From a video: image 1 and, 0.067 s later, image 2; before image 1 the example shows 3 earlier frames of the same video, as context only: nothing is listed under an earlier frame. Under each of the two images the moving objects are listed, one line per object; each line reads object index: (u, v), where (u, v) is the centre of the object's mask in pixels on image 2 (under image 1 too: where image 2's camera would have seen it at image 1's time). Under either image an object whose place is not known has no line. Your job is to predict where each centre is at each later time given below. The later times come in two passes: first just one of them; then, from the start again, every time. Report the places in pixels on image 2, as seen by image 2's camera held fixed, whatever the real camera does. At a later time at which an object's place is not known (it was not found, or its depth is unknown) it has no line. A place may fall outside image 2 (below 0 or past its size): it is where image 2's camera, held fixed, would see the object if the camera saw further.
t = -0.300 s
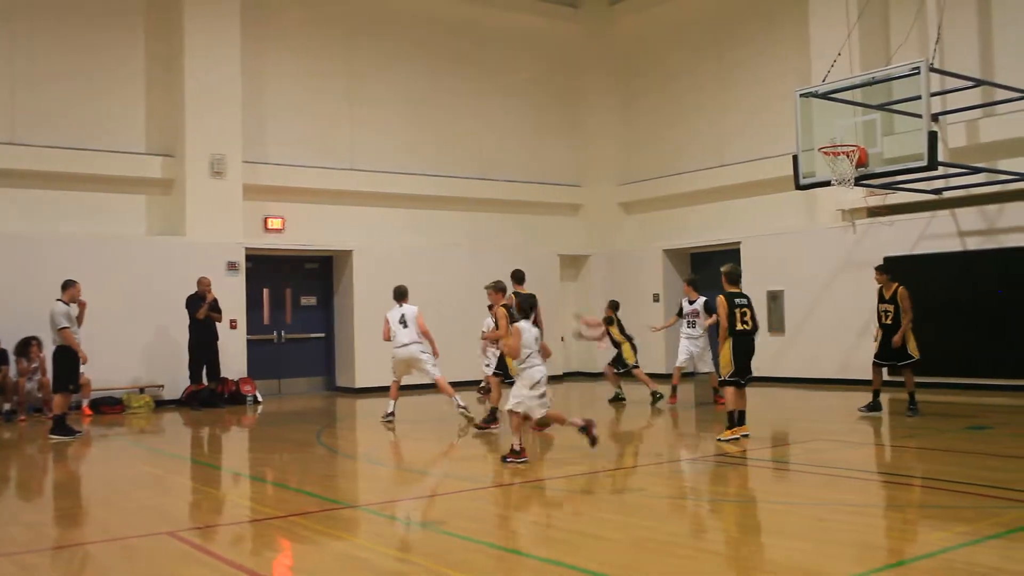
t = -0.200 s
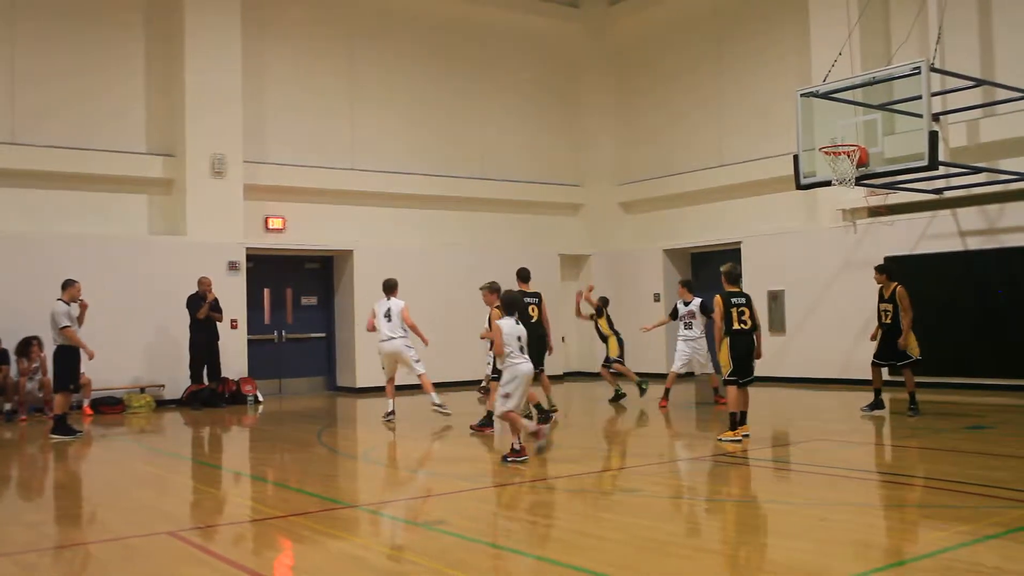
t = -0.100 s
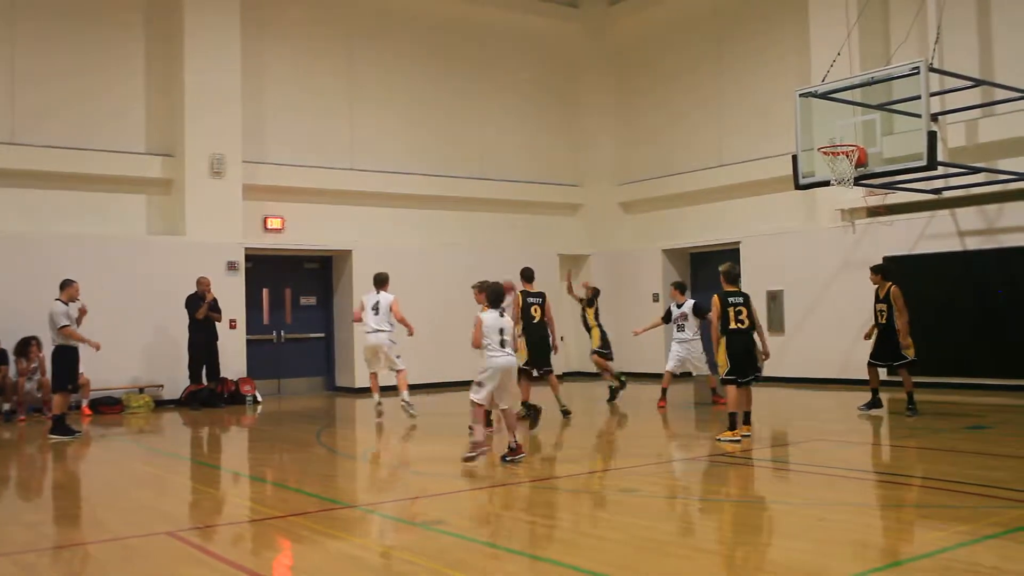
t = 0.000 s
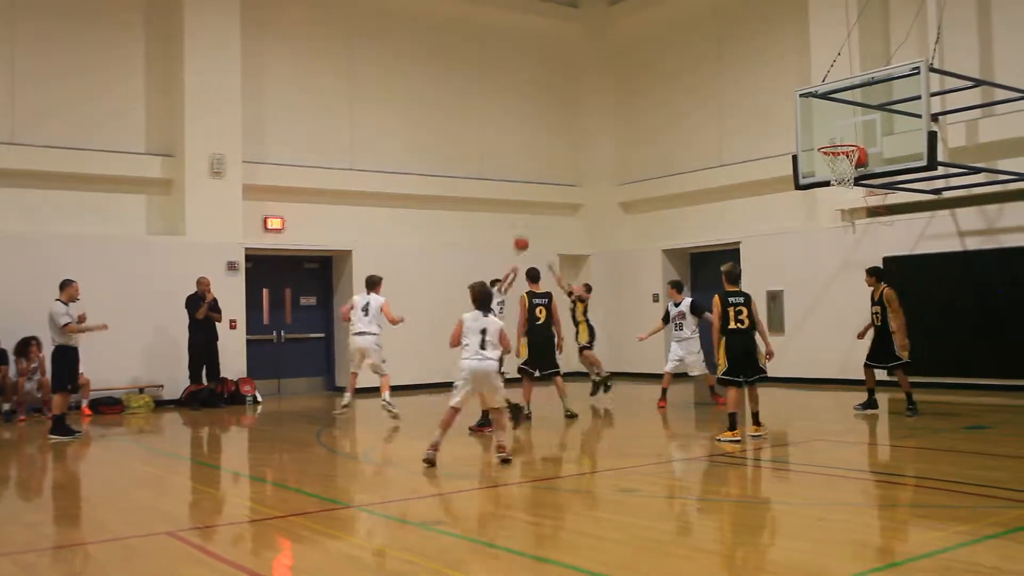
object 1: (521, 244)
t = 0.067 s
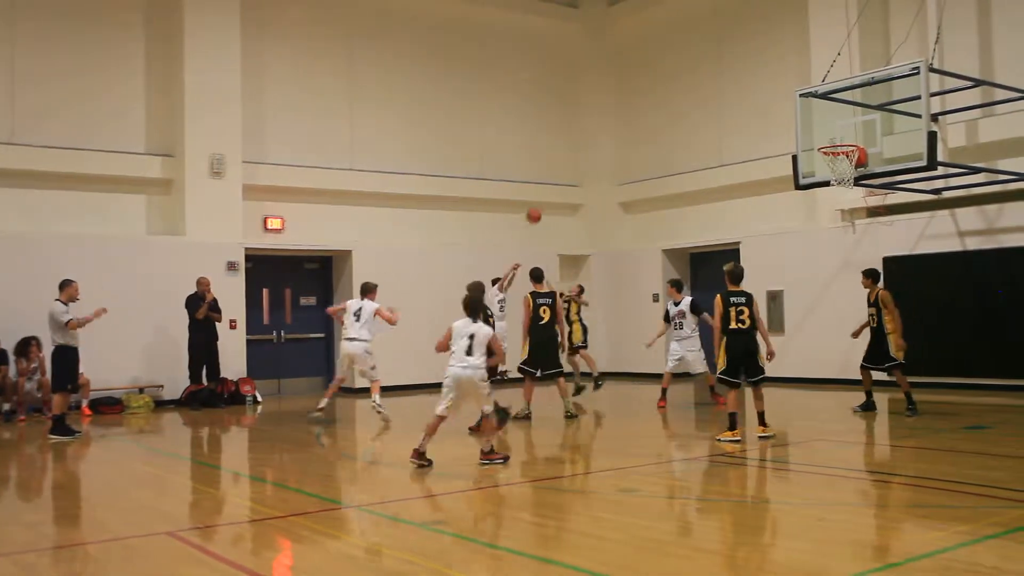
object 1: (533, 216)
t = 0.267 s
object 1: (574, 145)
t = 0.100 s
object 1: (540, 203)
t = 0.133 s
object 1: (547, 189)
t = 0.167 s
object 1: (554, 178)
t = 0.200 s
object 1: (560, 166)
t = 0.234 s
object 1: (567, 155)
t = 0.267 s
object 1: (574, 145)
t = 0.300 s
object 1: (582, 135)
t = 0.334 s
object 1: (589, 125)
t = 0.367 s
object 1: (596, 116)
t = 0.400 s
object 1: (603, 109)
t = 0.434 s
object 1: (610, 101)
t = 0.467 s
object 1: (617, 95)
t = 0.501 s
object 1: (624, 88)
